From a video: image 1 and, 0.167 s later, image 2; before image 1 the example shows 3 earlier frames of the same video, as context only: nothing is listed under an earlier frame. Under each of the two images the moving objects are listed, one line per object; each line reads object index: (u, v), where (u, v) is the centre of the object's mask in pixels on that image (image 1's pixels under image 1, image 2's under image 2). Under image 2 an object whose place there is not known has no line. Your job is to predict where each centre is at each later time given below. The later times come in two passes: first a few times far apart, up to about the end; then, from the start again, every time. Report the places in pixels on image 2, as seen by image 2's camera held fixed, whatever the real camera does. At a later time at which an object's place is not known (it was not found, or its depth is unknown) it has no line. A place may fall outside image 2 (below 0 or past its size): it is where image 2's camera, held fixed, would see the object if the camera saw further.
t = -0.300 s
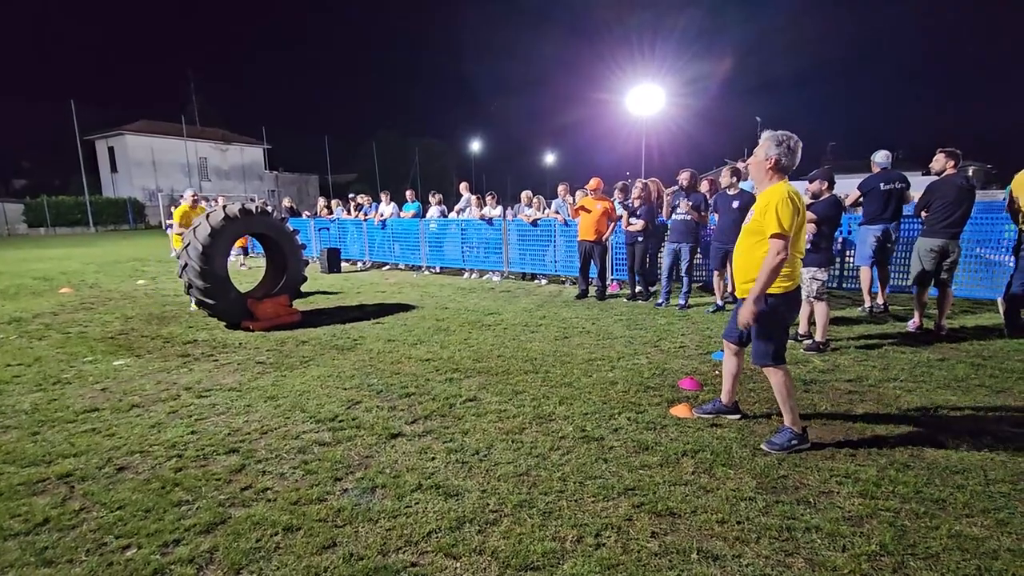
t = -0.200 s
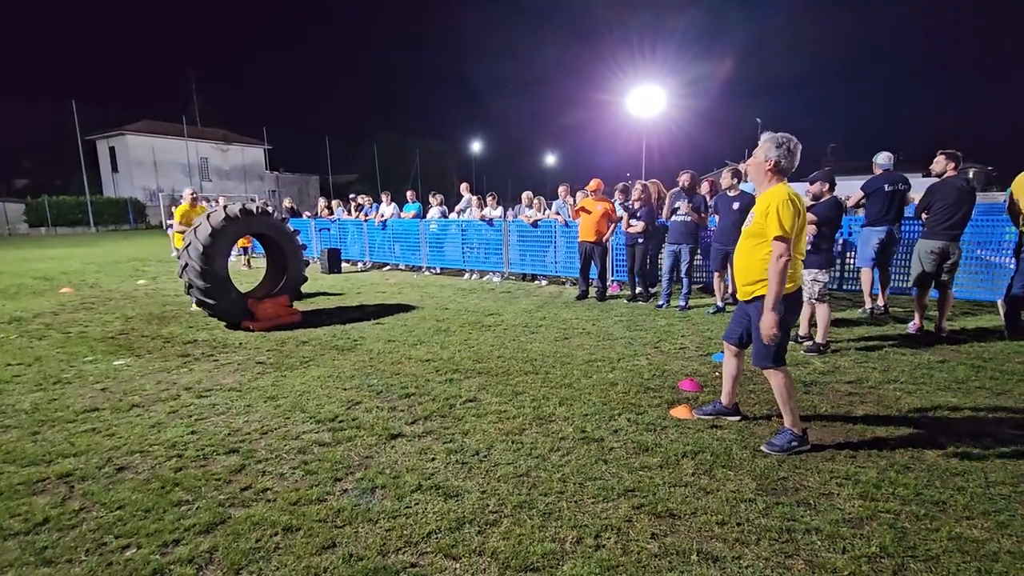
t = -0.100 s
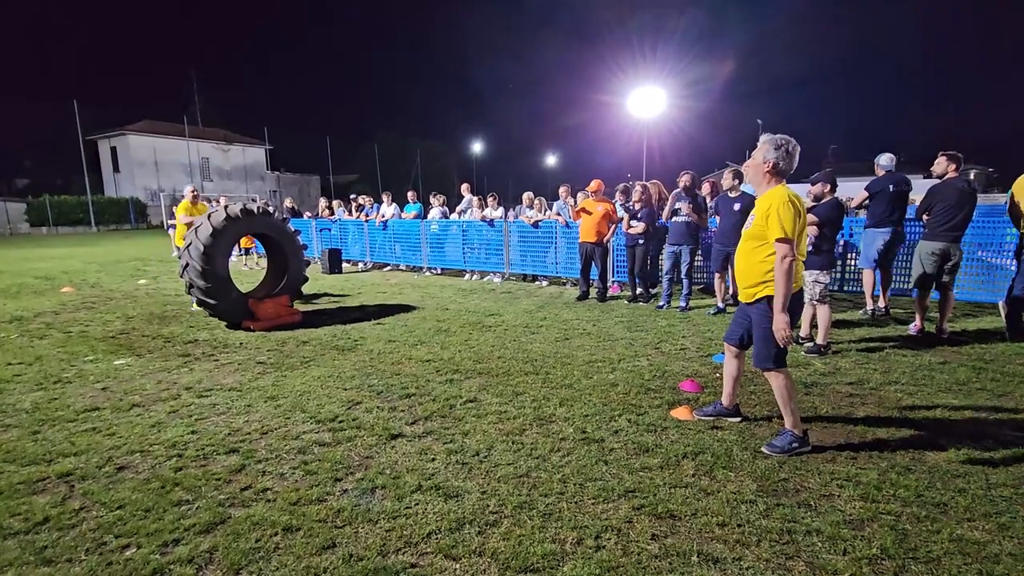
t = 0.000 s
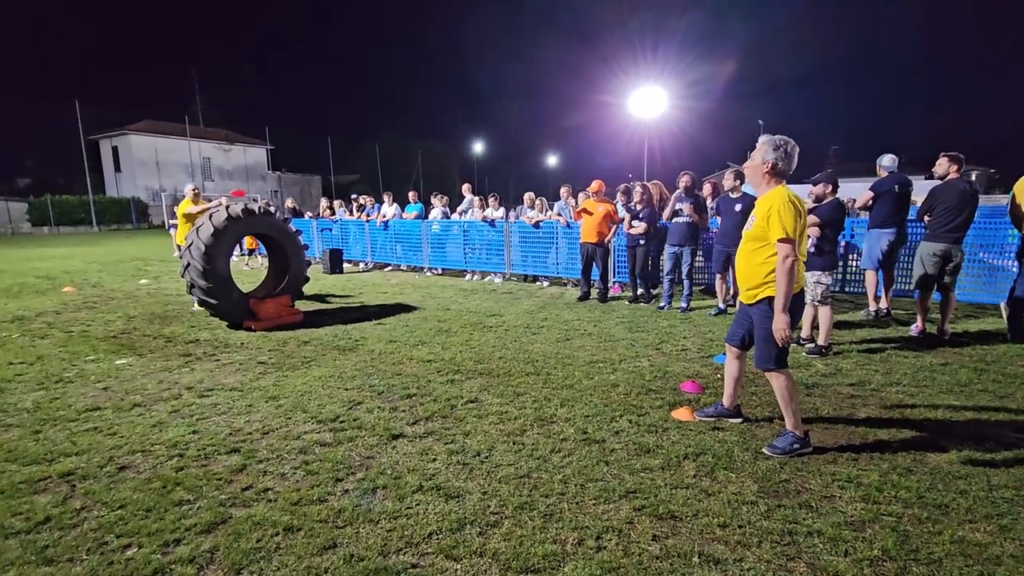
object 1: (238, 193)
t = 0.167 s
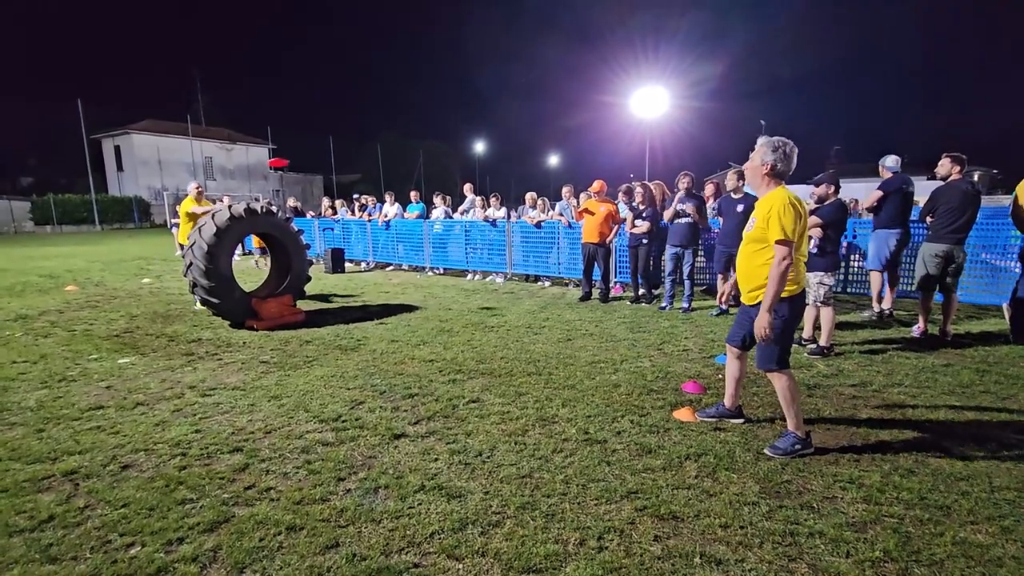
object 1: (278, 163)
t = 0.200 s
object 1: (286, 159)
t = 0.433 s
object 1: (355, 138)
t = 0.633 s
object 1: (427, 132)
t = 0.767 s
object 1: (481, 135)
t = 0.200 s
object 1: (286, 159)
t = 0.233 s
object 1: (295, 155)
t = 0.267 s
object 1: (304, 151)
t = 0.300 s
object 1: (313, 148)
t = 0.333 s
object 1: (323, 145)
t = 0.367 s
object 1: (334, 142)
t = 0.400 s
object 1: (344, 140)
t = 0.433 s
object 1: (355, 138)
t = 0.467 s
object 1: (367, 136)
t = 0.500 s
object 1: (378, 134)
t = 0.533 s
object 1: (390, 133)
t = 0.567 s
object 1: (402, 132)
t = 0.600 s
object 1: (414, 132)
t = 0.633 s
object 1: (427, 132)
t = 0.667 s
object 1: (440, 132)
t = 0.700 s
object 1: (454, 133)
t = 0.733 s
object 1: (467, 134)
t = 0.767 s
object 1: (481, 135)
